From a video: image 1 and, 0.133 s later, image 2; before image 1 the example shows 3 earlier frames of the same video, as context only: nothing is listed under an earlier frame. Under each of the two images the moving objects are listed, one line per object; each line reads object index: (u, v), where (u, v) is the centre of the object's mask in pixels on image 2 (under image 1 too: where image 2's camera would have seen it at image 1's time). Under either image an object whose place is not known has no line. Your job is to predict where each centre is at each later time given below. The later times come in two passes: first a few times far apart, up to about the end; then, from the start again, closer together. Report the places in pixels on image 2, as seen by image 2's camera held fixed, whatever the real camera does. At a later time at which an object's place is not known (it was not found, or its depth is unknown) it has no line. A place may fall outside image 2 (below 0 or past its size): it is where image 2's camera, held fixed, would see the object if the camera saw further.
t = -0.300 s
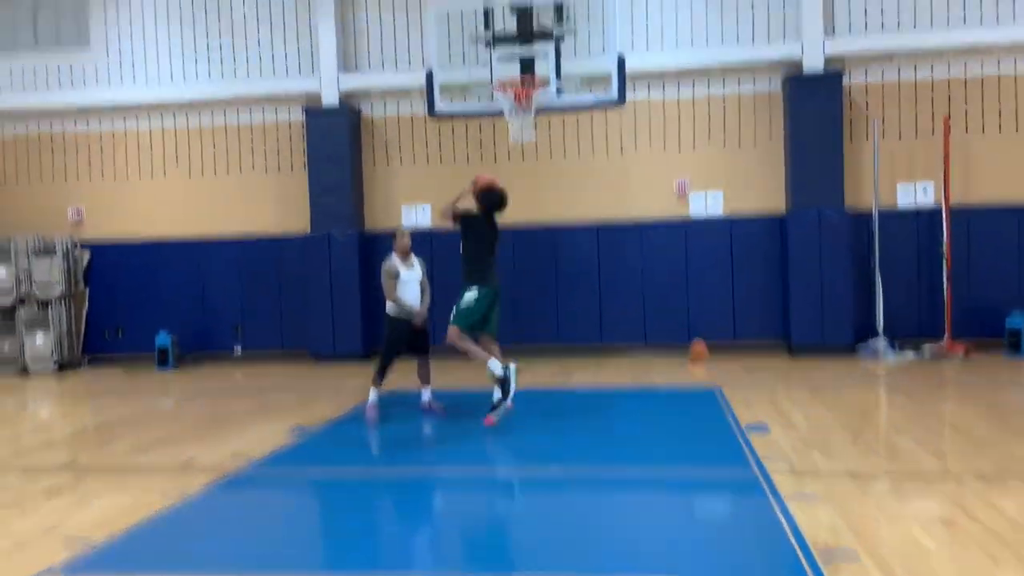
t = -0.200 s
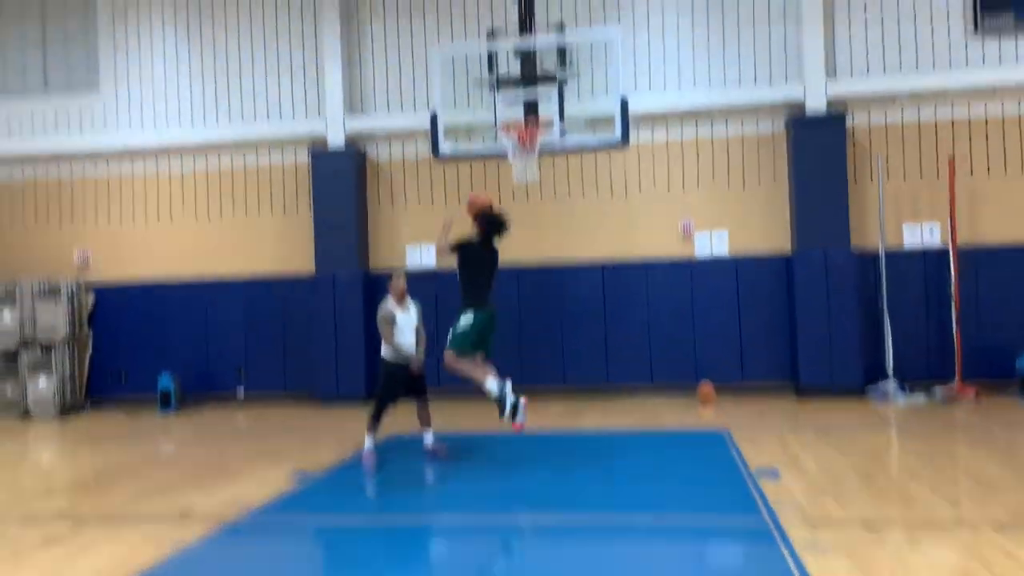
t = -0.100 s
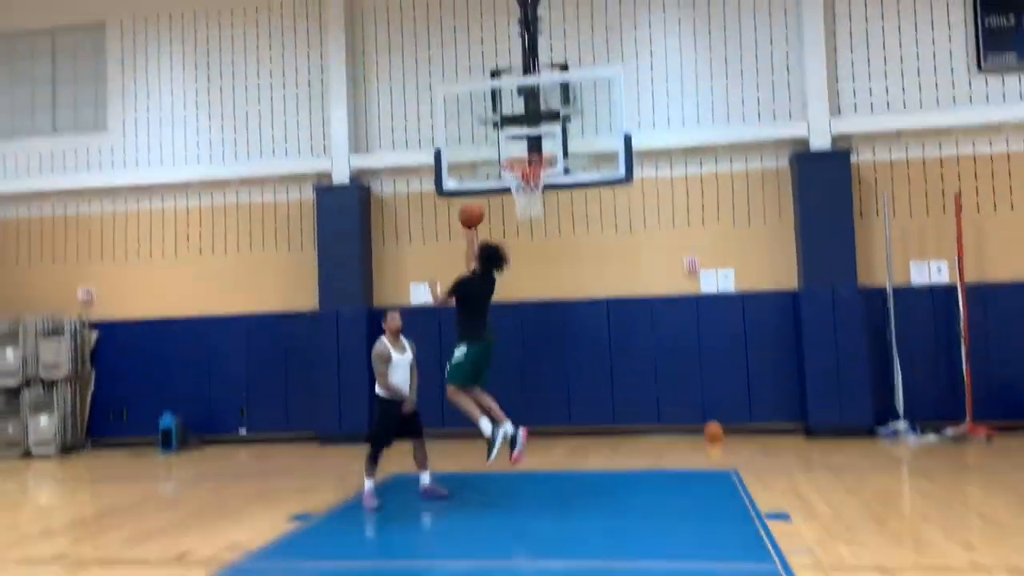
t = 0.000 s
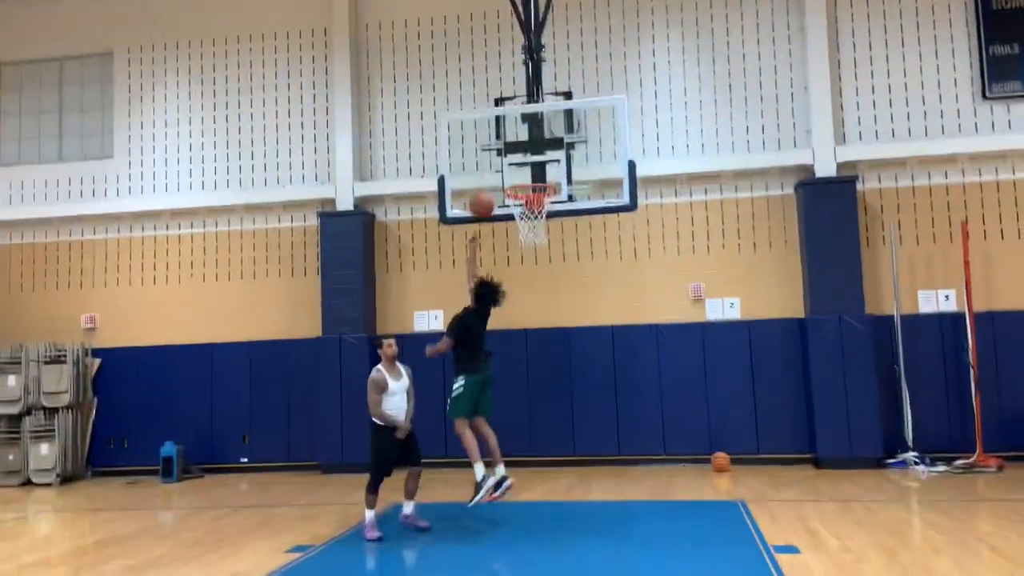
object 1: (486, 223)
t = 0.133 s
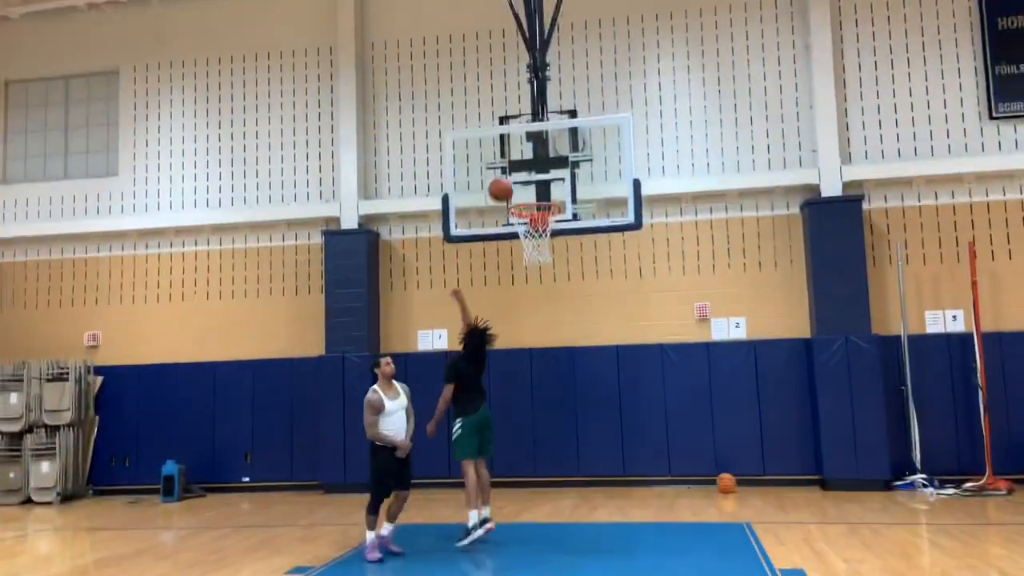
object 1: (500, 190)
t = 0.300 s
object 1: (514, 173)
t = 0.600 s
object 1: (535, 216)
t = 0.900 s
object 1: (526, 254)
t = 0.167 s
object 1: (503, 184)
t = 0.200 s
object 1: (506, 180)
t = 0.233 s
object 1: (509, 176)
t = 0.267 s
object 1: (511, 175)
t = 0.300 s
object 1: (514, 173)
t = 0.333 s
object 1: (517, 173)
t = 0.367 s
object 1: (520, 174)
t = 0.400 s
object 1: (523, 177)
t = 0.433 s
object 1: (526, 180)
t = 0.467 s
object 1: (529, 185)
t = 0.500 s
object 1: (532, 190)
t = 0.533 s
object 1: (535, 204)
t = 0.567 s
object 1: (536, 210)
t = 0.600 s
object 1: (535, 216)
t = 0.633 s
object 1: (532, 220)
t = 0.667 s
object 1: (533, 226)
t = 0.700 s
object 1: (529, 233)
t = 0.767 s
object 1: (529, 247)
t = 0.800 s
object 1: (526, 246)
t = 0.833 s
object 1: (526, 248)
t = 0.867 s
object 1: (526, 250)
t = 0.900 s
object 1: (526, 254)
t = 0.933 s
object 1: (526, 261)
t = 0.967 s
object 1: (526, 269)
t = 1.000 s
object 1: (526, 278)
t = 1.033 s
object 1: (525, 287)
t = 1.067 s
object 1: (525, 299)
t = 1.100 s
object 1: (525, 311)
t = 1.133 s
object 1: (525, 325)
